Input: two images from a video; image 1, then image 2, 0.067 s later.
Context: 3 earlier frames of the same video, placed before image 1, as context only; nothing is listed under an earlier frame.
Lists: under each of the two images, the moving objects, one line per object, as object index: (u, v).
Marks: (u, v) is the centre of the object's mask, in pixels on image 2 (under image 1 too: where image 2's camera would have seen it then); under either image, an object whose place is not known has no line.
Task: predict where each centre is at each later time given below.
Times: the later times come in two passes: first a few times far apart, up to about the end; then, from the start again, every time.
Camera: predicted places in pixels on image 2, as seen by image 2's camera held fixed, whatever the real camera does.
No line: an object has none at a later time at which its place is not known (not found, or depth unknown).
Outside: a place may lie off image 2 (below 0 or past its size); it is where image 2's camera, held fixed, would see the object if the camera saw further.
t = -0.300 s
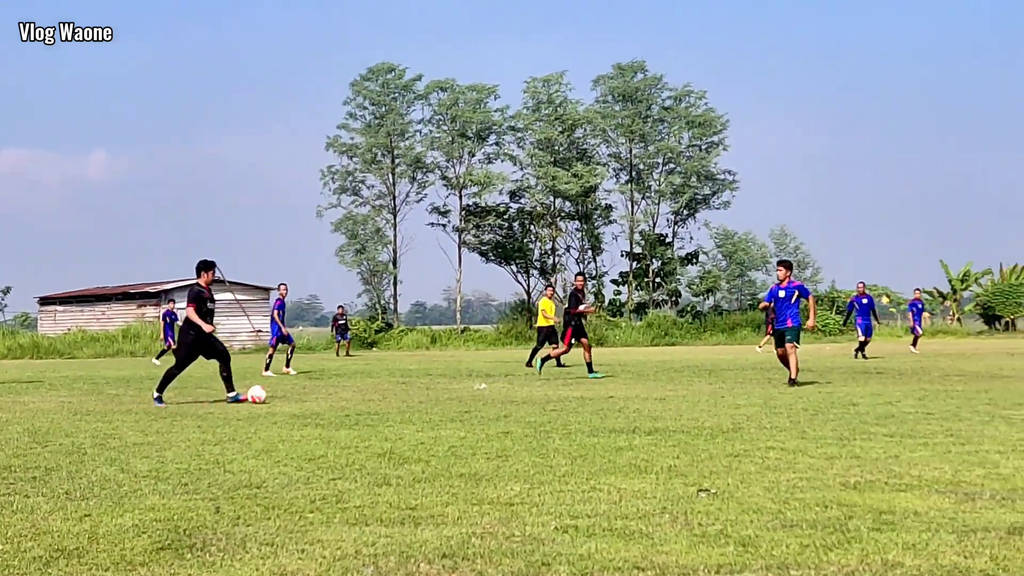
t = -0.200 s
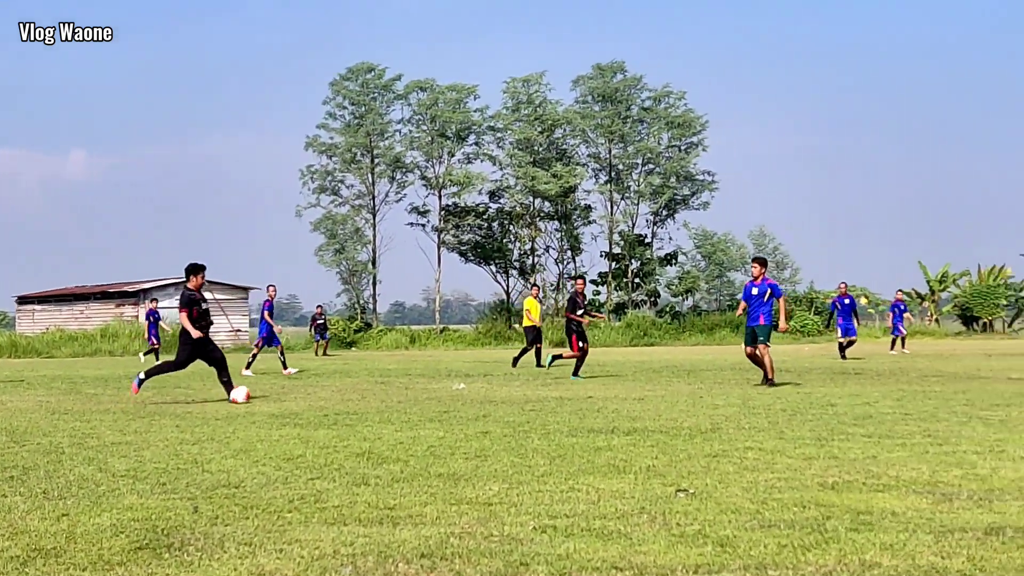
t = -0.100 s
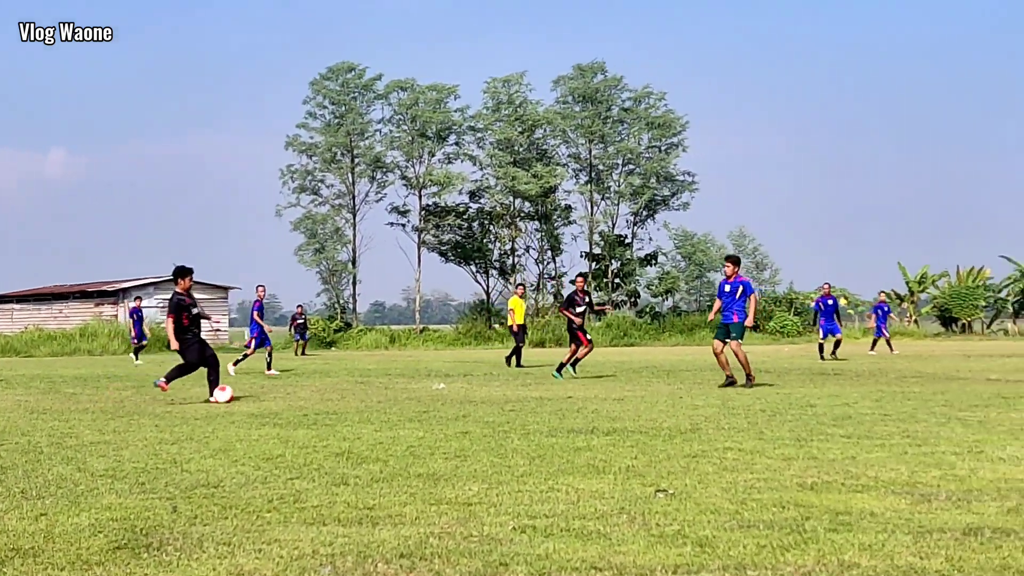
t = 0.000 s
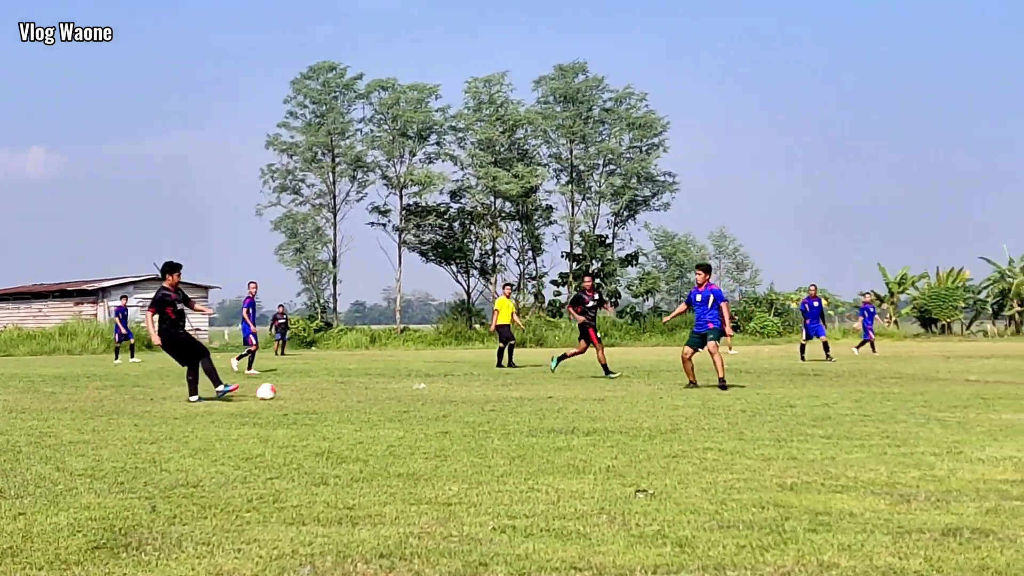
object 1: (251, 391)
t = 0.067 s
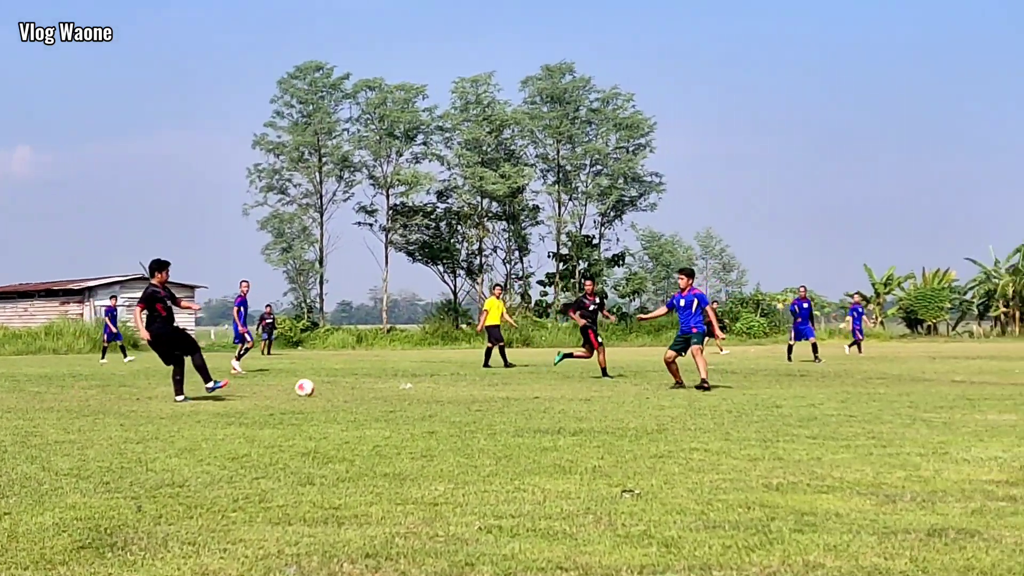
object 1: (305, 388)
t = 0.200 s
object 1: (396, 384)
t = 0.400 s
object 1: (505, 377)
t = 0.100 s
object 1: (329, 386)
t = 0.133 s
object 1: (353, 386)
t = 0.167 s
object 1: (376, 386)
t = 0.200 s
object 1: (396, 384)
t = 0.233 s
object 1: (416, 381)
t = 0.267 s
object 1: (434, 379)
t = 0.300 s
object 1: (452, 377)
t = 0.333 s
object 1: (470, 376)
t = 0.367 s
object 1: (487, 376)
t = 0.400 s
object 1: (505, 377)
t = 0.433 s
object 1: (521, 379)
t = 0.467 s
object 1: (537, 380)
